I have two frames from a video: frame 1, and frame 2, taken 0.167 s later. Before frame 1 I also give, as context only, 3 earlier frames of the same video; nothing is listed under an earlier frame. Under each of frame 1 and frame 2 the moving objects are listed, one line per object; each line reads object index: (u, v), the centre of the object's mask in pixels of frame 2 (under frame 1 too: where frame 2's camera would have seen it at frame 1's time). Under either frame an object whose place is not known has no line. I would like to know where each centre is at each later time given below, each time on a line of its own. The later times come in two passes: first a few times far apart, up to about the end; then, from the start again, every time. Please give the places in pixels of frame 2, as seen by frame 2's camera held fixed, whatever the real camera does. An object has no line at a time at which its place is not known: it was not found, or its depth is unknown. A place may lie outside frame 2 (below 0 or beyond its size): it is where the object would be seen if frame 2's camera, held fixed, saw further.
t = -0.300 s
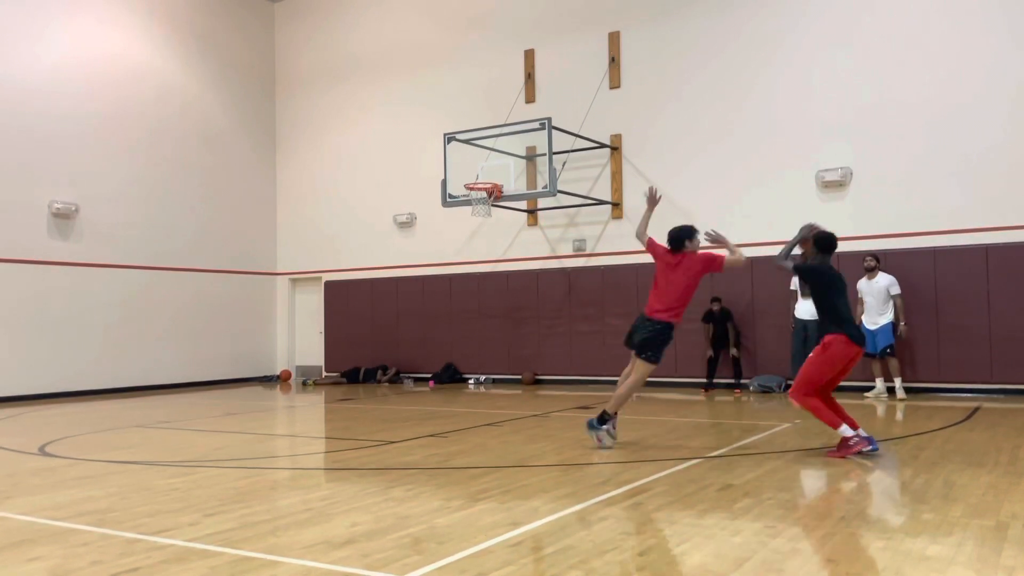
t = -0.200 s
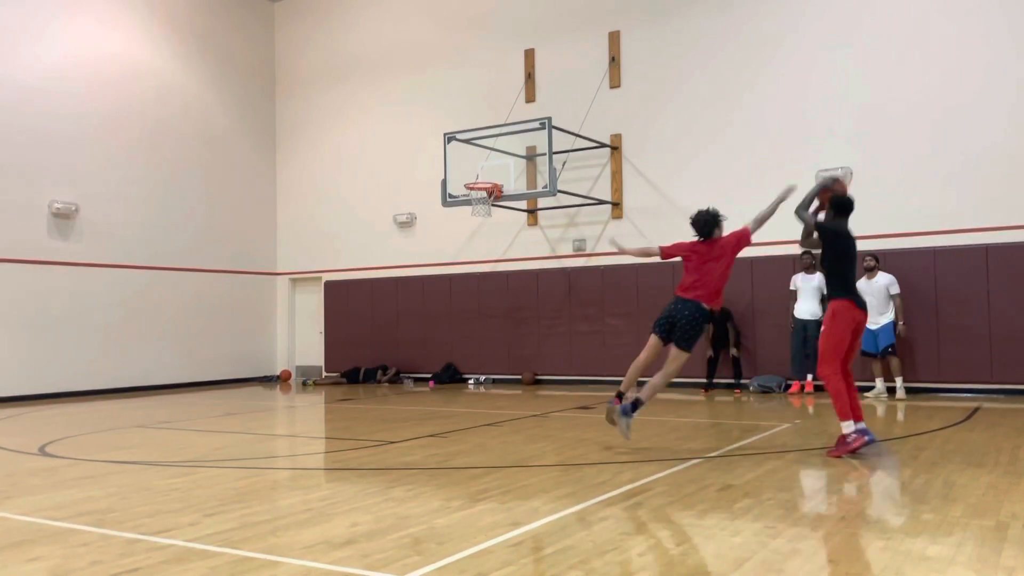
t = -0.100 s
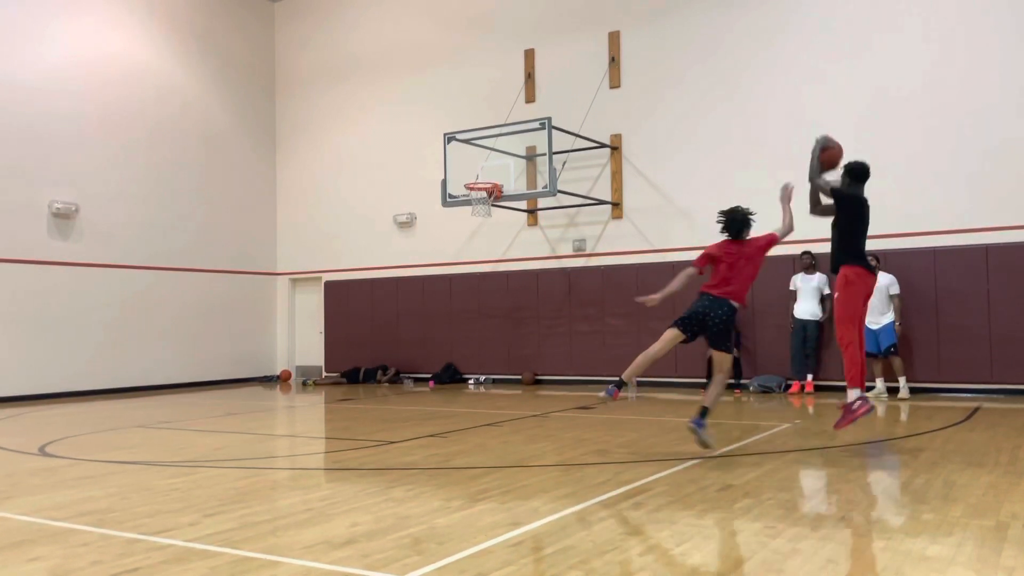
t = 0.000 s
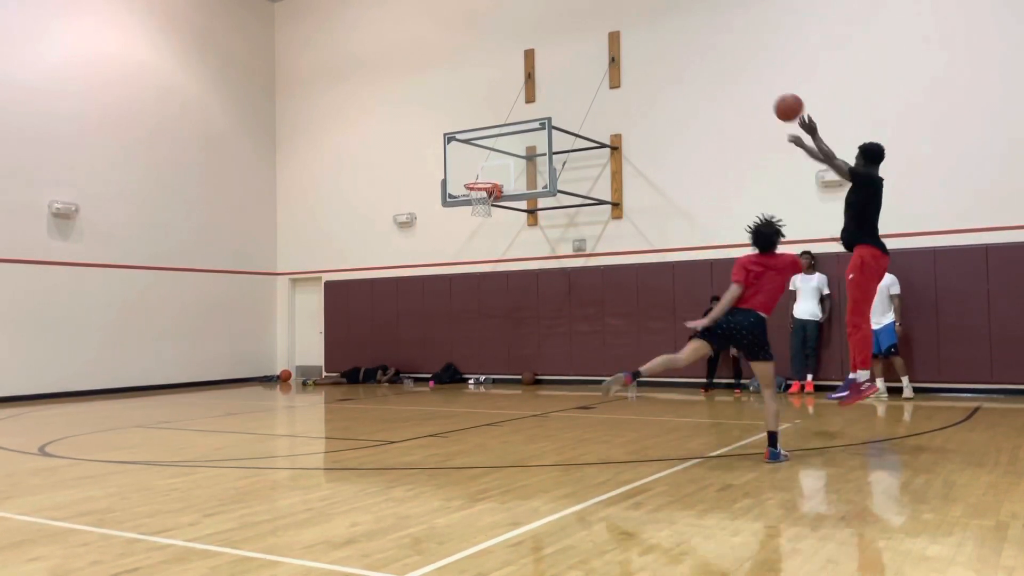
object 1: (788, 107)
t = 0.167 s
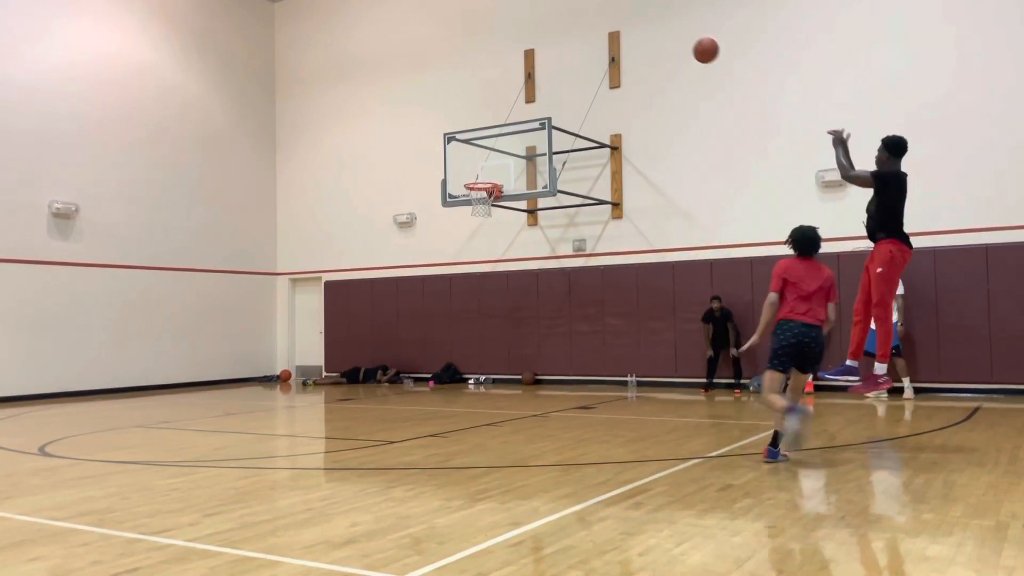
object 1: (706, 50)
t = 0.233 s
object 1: (678, 38)
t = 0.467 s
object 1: (596, 30)
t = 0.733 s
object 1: (525, 74)
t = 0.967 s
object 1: (477, 143)
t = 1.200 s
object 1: (433, 220)
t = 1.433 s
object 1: (391, 307)
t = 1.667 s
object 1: (361, 362)
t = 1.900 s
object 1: (345, 297)
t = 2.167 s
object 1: (329, 267)
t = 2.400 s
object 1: (315, 272)
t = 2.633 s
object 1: (303, 306)
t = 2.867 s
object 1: (292, 365)
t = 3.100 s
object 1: (281, 338)
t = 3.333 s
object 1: (274, 315)
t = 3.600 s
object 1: (297, 316)
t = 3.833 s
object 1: (317, 345)
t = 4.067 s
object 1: (301, 366)
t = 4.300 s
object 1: (284, 346)
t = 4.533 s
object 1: (274, 353)
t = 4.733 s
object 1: (264, 376)
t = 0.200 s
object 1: (691, 43)
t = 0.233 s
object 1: (678, 38)
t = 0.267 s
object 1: (665, 33)
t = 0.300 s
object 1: (652, 30)
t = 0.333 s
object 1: (640, 28)
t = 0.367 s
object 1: (628, 27)
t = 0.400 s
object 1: (617, 27)
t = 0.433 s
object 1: (606, 28)
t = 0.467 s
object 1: (596, 30)
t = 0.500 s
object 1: (586, 33)
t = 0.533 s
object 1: (577, 36)
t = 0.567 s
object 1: (567, 41)
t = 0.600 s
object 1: (558, 46)
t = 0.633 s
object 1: (550, 52)
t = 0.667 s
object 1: (541, 58)
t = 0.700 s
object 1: (534, 66)
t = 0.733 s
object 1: (525, 74)
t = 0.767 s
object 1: (518, 82)
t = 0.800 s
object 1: (511, 91)
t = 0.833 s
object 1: (504, 100)
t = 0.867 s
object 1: (497, 110)
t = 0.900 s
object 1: (490, 120)
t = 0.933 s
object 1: (484, 132)
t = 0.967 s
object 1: (477, 143)
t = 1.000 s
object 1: (471, 155)
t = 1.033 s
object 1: (465, 167)
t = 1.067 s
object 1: (459, 180)
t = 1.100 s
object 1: (452, 189)
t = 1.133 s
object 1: (446, 199)
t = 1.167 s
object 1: (439, 209)
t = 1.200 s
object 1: (433, 220)
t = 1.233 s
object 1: (426, 231)
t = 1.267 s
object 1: (420, 243)
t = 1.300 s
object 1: (414, 255)
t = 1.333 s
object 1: (409, 267)
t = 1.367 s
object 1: (402, 280)
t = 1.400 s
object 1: (396, 292)
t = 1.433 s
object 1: (391, 307)
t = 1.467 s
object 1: (385, 321)
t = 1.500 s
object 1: (380, 335)
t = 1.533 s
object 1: (376, 351)
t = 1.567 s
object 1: (372, 367)
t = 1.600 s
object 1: (367, 382)
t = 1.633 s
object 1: (364, 375)
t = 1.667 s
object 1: (361, 362)
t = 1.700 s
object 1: (359, 350)
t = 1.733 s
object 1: (357, 339)
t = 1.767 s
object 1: (354, 329)
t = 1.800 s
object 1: (352, 320)
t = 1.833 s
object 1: (349, 311)
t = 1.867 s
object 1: (347, 303)
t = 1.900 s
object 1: (345, 297)
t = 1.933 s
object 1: (343, 291)
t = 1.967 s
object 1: (341, 285)
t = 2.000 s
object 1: (339, 280)
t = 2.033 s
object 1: (337, 276)
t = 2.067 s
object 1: (335, 273)
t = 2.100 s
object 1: (333, 271)
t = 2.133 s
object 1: (331, 268)
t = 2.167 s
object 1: (329, 267)
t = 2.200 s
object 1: (327, 265)
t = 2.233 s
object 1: (325, 265)
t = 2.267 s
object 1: (323, 265)
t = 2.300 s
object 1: (321, 266)
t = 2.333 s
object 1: (319, 268)
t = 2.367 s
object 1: (317, 270)
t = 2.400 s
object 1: (315, 272)
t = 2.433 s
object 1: (313, 276)
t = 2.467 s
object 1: (312, 279)
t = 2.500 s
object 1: (310, 284)
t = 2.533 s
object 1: (308, 288)
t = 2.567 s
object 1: (307, 293)
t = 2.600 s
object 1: (305, 299)
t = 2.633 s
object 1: (303, 306)
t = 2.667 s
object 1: (302, 313)
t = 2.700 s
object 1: (300, 320)
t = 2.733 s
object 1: (298, 328)
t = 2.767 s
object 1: (297, 336)
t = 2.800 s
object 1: (295, 345)
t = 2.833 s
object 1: (293, 355)
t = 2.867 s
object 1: (292, 365)
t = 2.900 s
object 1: (290, 374)
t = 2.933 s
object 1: (287, 373)
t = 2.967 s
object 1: (287, 363)
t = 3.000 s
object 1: (286, 356)
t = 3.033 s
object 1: (284, 349)
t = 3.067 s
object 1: (283, 343)
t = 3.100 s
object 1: (281, 338)
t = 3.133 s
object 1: (280, 333)
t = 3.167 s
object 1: (278, 329)
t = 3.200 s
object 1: (277, 325)
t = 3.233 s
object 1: (275, 322)
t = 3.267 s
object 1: (274, 319)
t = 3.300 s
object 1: (272, 317)
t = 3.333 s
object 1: (274, 315)
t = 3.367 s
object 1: (277, 314)
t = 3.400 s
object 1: (279, 313)
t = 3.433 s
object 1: (282, 312)
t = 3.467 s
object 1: (285, 312)
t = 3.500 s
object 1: (288, 312)
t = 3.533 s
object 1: (291, 313)
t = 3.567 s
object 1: (294, 314)
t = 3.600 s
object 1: (297, 316)
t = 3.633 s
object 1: (300, 319)
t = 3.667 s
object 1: (303, 322)
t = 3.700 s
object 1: (306, 325)
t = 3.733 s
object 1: (309, 329)
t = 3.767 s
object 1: (312, 334)
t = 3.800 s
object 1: (315, 339)
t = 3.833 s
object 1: (317, 345)
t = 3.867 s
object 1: (317, 350)
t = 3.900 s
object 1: (315, 355)
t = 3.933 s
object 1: (312, 361)
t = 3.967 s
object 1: (310, 367)
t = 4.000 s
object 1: (307, 373)
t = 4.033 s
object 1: (304, 371)
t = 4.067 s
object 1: (301, 366)
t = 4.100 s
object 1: (298, 361)
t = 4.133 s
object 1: (295, 357)
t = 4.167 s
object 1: (292, 354)
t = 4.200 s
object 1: (289, 351)
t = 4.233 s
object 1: (287, 349)
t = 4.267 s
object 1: (286, 347)
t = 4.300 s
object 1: (284, 346)
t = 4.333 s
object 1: (283, 345)
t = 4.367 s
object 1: (281, 345)
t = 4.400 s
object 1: (280, 346)
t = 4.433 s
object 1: (278, 347)
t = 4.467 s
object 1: (277, 349)
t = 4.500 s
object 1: (275, 351)
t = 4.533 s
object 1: (274, 353)
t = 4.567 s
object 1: (272, 357)
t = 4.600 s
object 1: (271, 361)
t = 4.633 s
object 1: (269, 365)
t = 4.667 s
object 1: (267, 371)
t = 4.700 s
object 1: (266, 376)
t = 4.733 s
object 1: (264, 376)
